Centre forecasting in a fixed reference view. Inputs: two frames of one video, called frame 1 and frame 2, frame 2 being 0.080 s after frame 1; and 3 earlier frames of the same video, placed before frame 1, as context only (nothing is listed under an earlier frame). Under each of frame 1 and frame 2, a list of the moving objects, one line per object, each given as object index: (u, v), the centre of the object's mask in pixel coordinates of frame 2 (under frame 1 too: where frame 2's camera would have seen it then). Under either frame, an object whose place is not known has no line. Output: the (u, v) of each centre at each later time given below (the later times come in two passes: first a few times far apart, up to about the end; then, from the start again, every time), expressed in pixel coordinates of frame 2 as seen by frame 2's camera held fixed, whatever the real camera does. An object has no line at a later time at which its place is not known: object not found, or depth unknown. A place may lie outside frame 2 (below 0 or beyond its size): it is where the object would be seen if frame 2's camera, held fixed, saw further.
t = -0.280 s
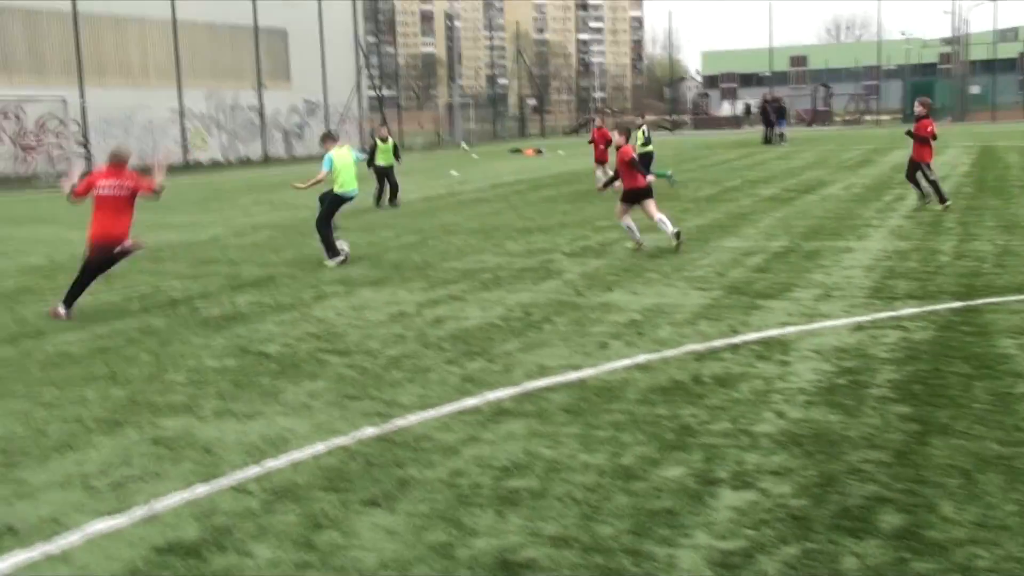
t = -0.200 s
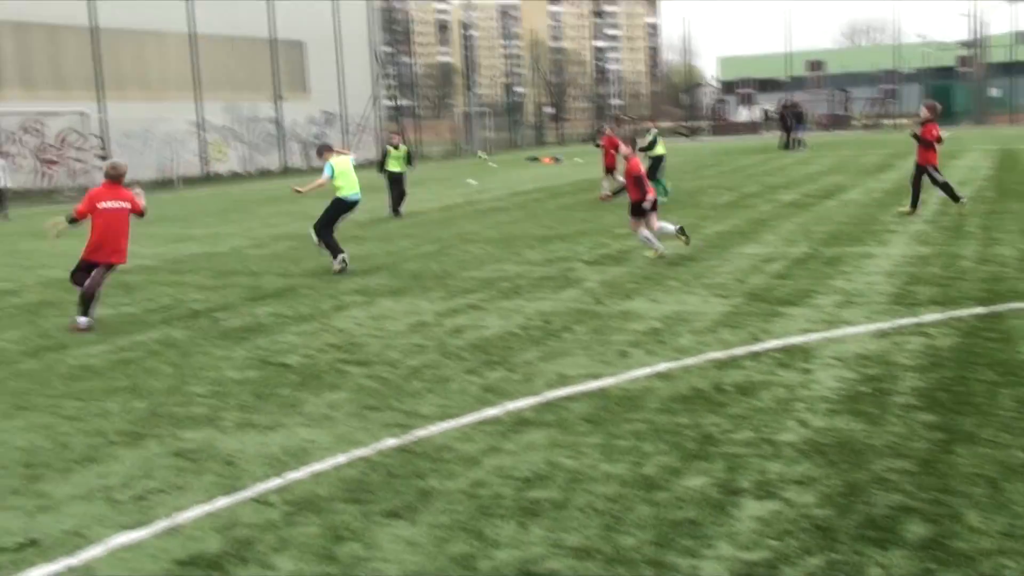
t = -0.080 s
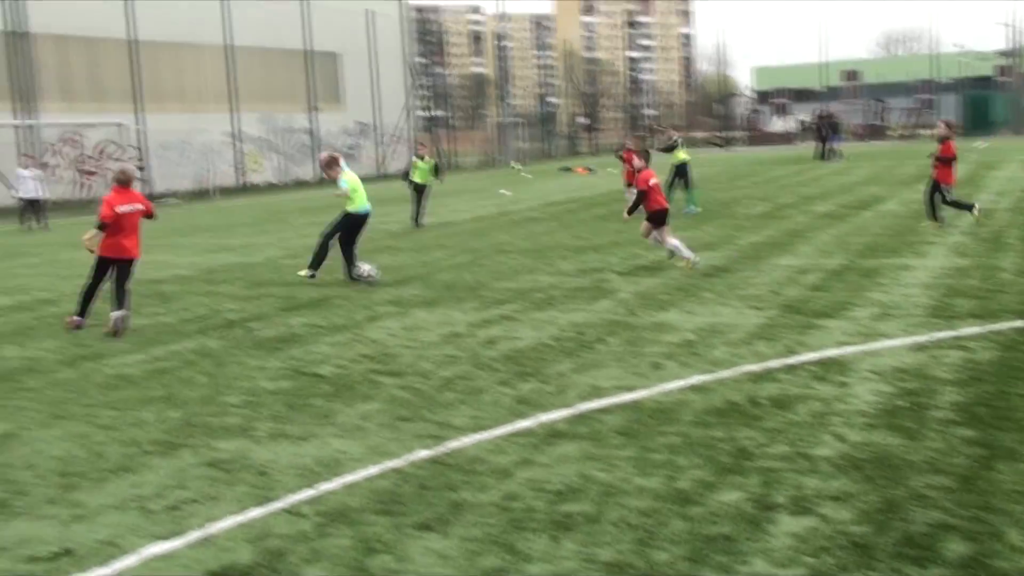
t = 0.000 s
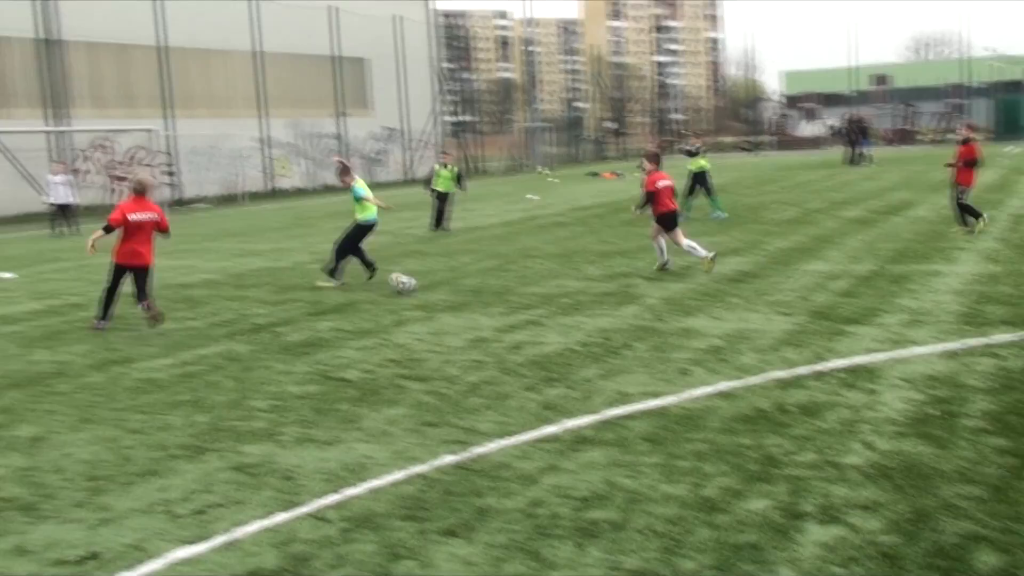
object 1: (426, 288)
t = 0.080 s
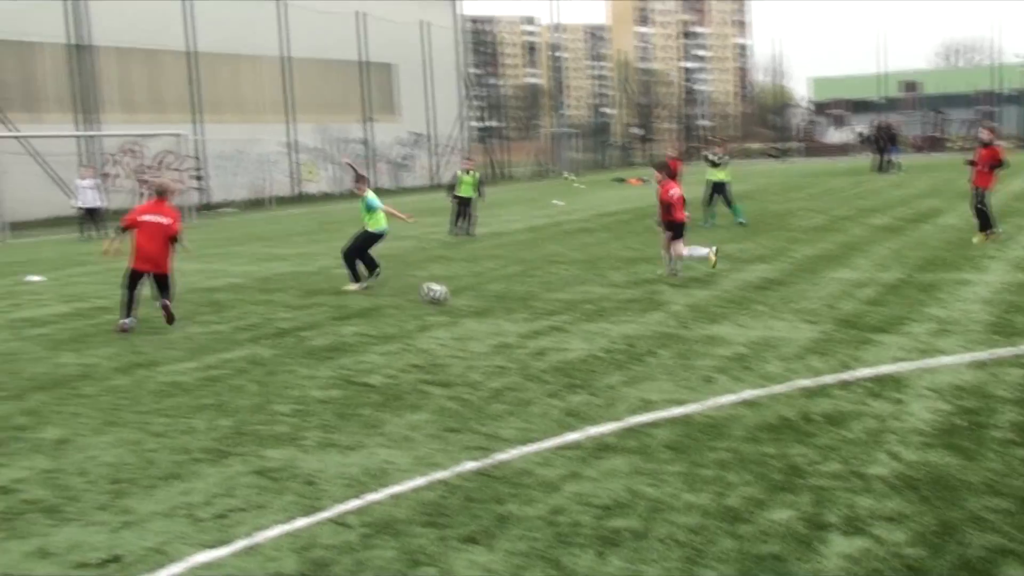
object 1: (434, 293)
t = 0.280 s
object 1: (452, 305)
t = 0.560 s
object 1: (462, 318)
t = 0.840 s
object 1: (462, 329)
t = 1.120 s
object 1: (462, 341)
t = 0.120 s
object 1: (439, 295)
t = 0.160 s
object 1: (442, 299)
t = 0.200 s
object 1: (446, 301)
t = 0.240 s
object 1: (449, 302)
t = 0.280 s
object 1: (452, 305)
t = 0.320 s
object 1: (455, 307)
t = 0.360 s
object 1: (457, 308)
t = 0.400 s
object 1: (459, 311)
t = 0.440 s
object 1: (460, 313)
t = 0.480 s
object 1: (462, 314)
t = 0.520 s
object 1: (462, 316)
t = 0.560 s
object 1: (462, 318)
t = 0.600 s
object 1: (462, 319)
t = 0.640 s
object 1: (462, 321)
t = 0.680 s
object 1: (463, 323)
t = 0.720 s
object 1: (463, 324)
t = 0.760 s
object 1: (462, 326)
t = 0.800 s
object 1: (462, 328)
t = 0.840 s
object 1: (462, 329)
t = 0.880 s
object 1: (462, 330)
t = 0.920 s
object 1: (462, 332)
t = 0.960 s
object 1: (462, 334)
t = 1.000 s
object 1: (463, 335)
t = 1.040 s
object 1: (462, 337)
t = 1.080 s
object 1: (463, 340)
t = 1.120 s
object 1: (462, 341)
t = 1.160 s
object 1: (462, 343)
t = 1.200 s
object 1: (462, 344)
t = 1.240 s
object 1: (462, 346)
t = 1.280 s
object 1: (462, 348)
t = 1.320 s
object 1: (462, 349)
